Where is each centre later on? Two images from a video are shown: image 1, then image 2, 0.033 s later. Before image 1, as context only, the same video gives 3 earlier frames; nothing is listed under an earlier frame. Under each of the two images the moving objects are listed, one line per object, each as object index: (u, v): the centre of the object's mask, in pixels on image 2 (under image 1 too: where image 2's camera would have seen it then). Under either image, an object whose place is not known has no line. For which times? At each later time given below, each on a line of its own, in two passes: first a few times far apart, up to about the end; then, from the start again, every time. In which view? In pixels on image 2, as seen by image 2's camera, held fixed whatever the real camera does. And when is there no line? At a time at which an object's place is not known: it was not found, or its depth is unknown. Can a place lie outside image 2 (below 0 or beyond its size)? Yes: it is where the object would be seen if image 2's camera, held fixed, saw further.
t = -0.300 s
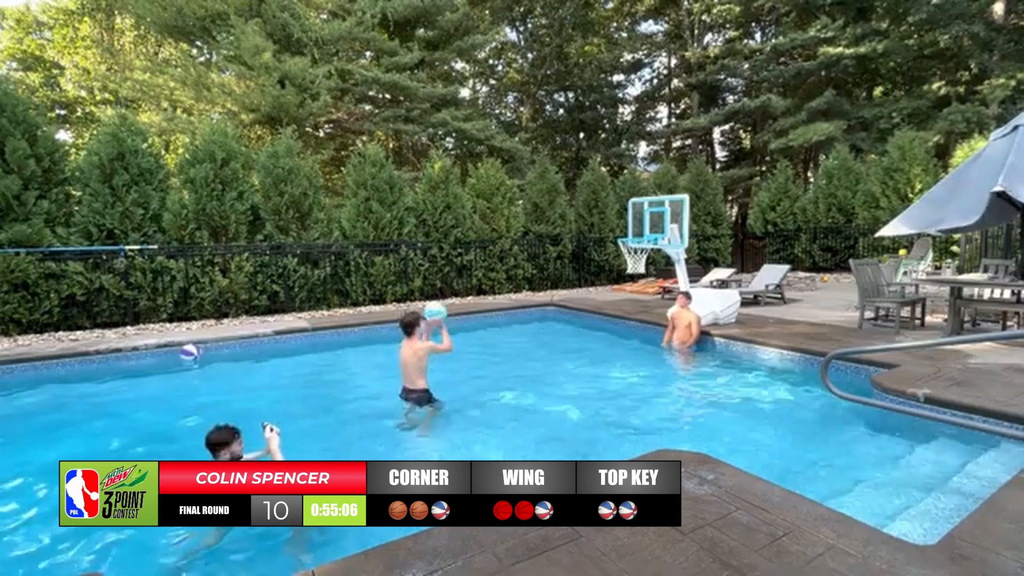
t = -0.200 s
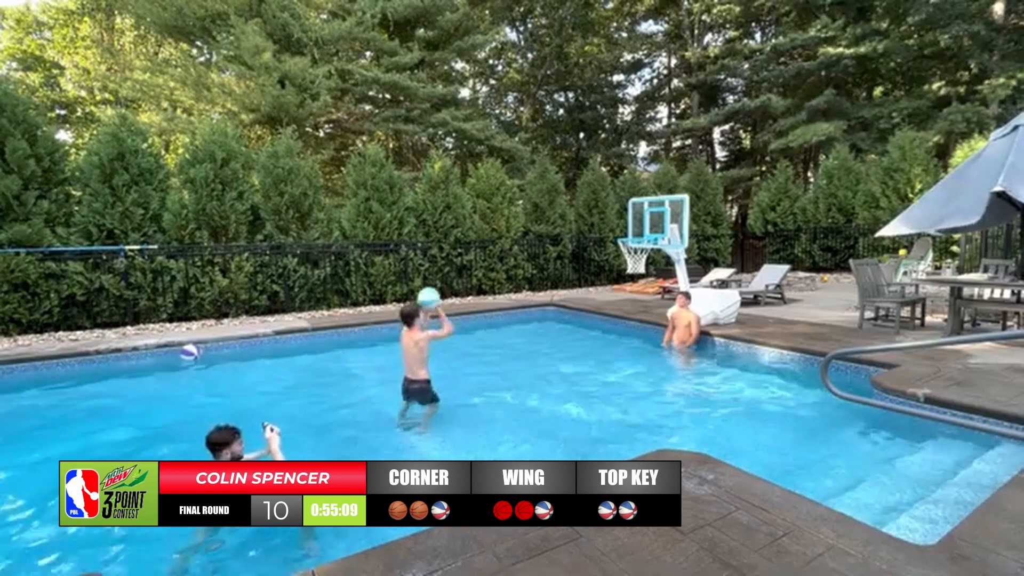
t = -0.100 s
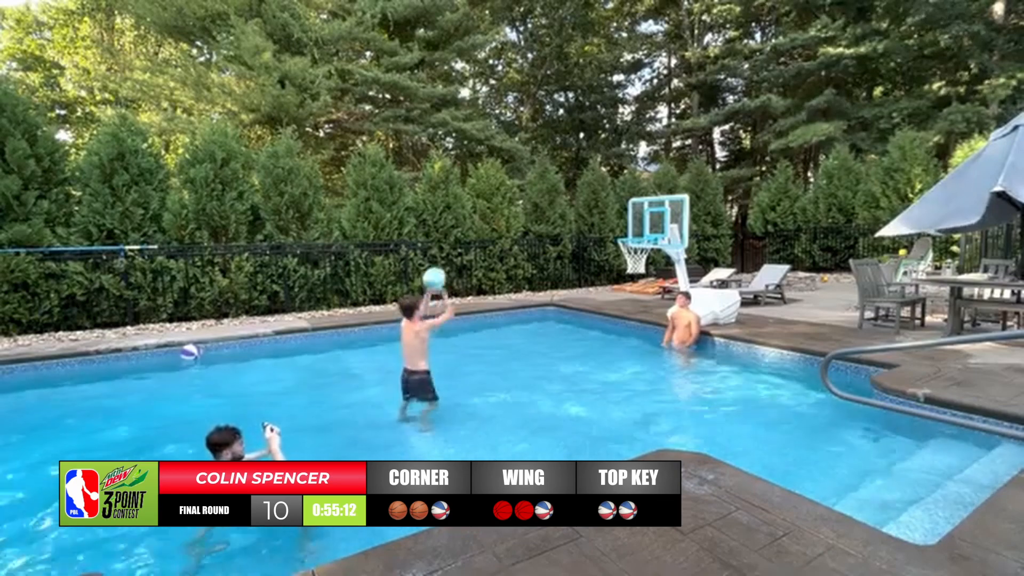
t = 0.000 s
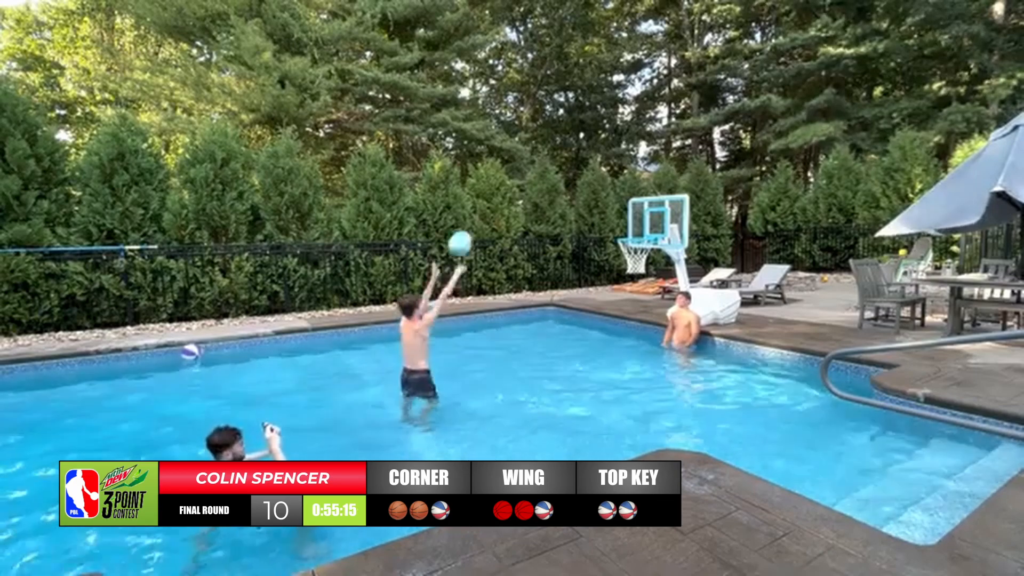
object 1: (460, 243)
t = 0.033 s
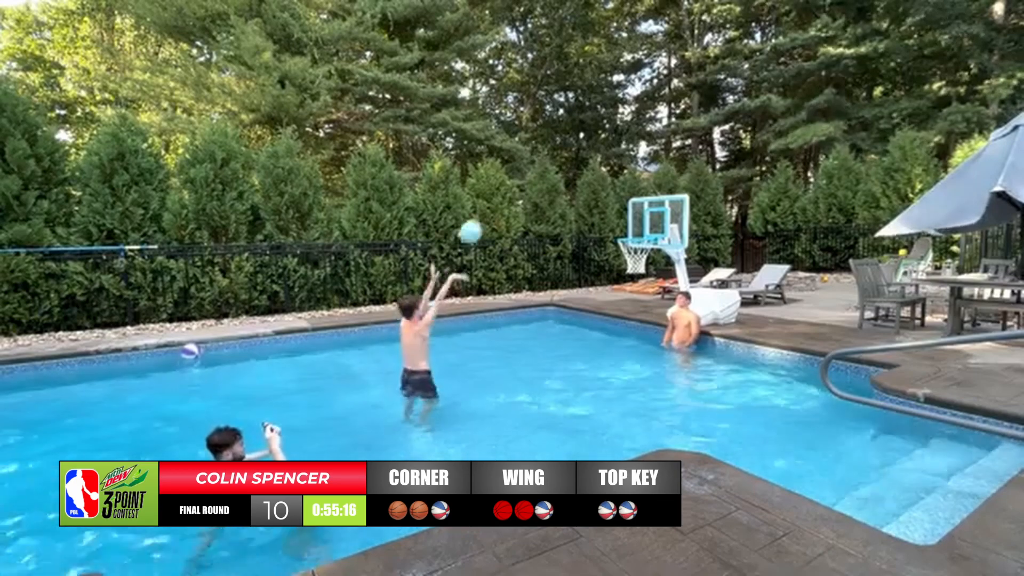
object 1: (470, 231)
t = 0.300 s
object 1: (545, 184)
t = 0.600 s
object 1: (612, 205)
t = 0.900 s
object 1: (630, 260)
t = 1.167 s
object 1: (623, 257)
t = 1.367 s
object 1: (622, 286)
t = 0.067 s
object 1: (481, 221)
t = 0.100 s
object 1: (490, 213)
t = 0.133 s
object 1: (500, 206)
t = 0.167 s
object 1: (509, 200)
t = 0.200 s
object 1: (518, 193)
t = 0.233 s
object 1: (527, 190)
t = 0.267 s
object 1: (536, 186)
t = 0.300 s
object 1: (545, 184)
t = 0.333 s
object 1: (553, 183)
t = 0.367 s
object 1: (561, 182)
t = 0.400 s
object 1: (569, 183)
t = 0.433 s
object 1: (577, 184)
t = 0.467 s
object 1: (584, 187)
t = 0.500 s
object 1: (591, 190)
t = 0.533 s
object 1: (599, 194)
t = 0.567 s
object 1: (605, 199)
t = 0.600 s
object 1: (612, 205)
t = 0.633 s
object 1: (619, 211)
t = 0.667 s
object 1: (625, 218)
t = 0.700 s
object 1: (632, 225)
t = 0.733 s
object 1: (638, 230)
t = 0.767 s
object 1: (639, 235)
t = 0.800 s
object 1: (638, 242)
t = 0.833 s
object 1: (633, 257)
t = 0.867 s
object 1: (632, 261)
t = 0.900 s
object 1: (630, 260)
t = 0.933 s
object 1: (627, 258)
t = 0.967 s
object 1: (626, 255)
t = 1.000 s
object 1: (626, 253)
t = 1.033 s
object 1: (626, 252)
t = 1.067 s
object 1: (624, 253)
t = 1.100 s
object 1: (624, 254)
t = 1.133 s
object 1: (623, 256)
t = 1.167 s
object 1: (623, 257)
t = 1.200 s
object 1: (624, 259)
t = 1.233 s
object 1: (623, 264)
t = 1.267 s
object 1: (622, 271)
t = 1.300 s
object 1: (623, 274)
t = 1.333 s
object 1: (623, 279)
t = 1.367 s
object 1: (622, 286)
